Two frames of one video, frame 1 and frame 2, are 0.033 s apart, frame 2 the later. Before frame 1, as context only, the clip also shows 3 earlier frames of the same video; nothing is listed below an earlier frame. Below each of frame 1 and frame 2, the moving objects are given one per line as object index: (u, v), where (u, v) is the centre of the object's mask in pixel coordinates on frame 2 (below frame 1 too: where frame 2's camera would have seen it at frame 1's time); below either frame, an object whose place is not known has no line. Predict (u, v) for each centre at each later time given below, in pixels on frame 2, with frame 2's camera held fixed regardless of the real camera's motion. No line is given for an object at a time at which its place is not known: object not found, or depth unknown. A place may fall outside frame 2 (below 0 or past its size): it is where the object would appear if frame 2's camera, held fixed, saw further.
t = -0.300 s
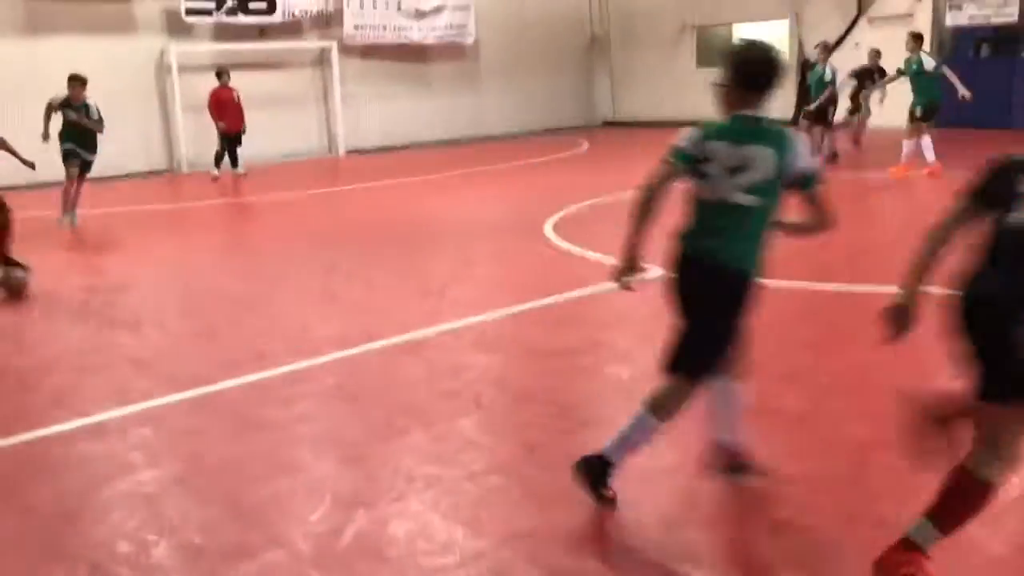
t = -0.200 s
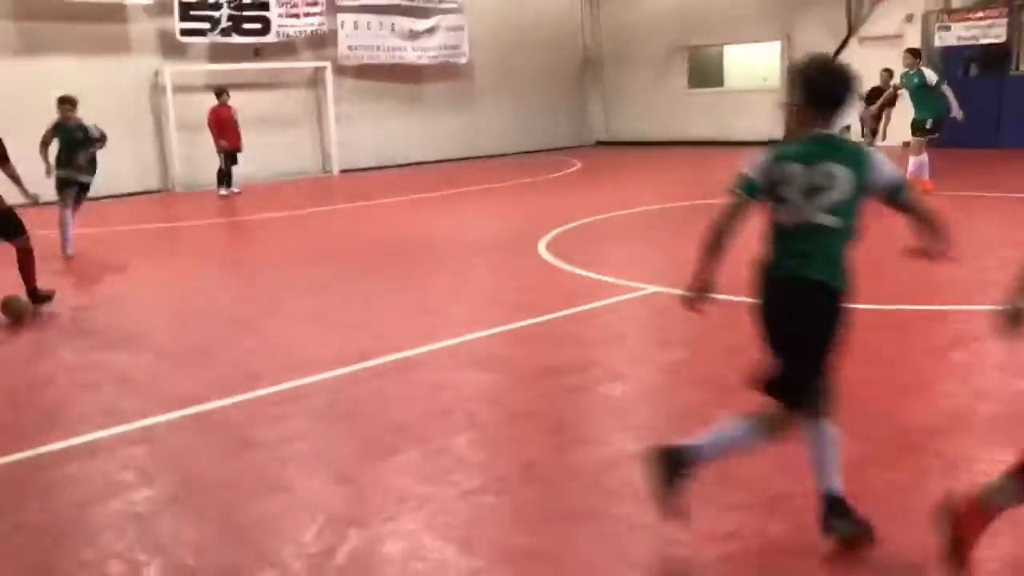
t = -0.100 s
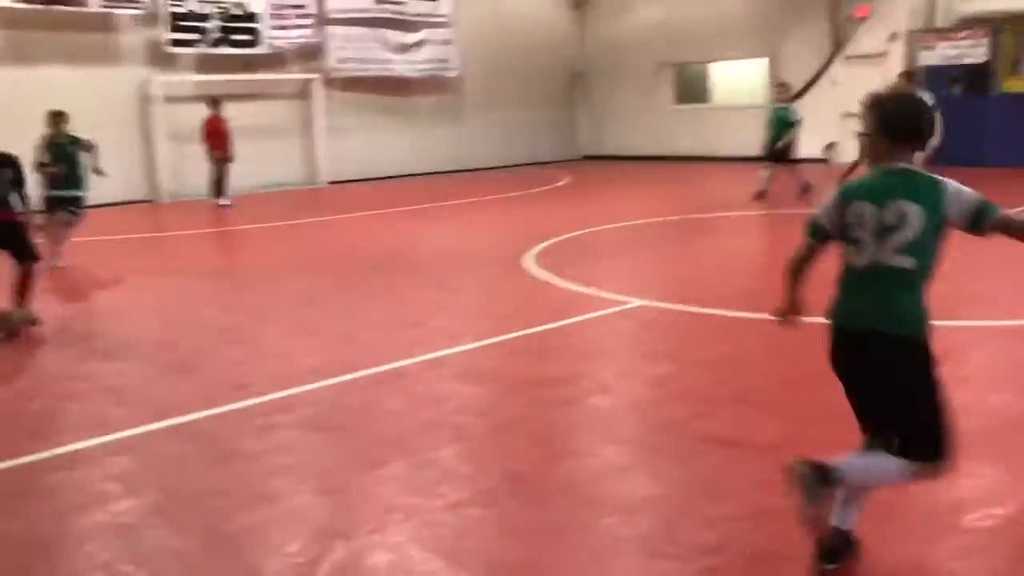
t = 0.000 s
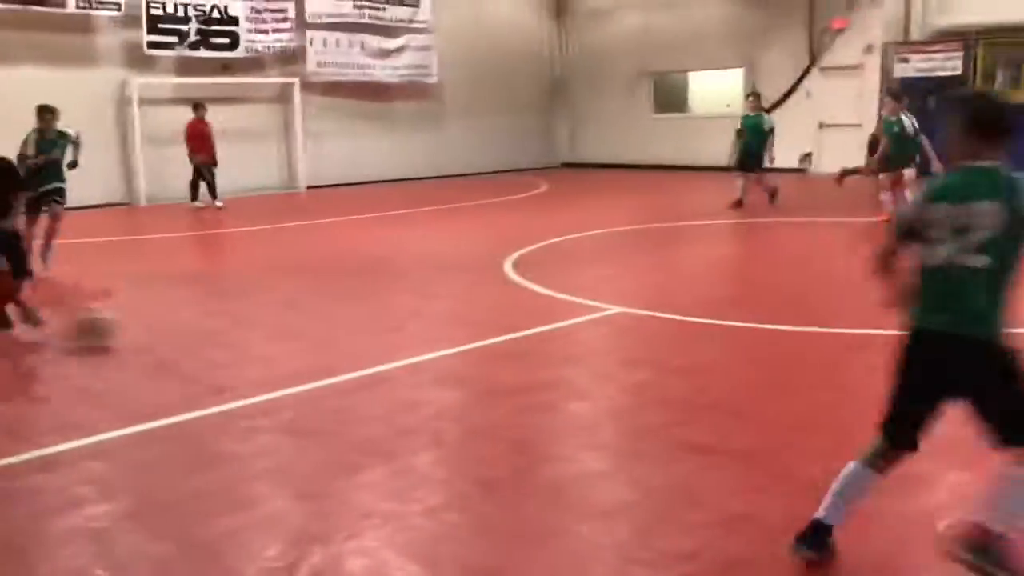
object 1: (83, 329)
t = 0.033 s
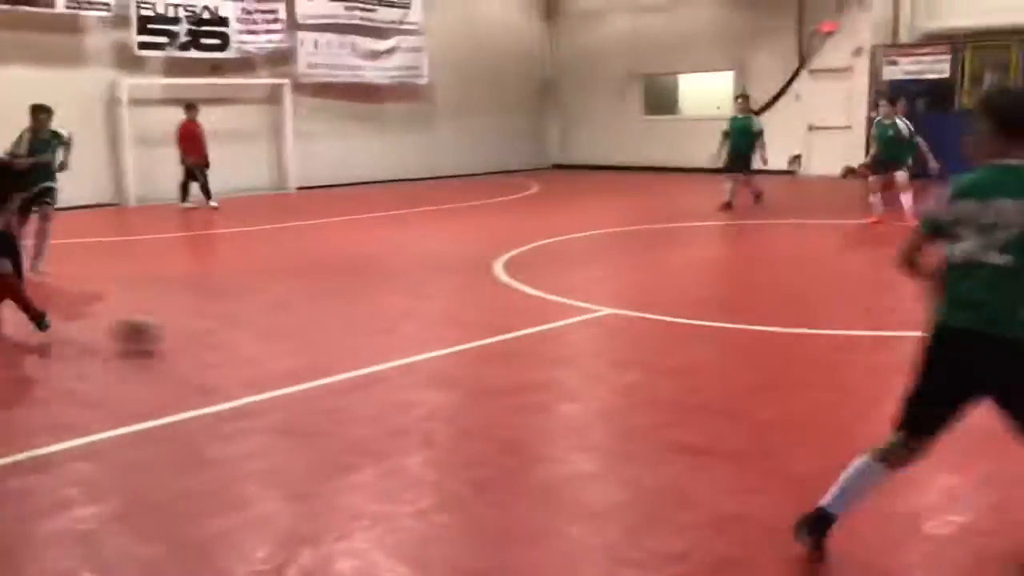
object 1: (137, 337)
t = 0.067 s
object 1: (196, 339)
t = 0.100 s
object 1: (255, 339)
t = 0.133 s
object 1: (314, 339)
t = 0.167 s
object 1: (373, 344)
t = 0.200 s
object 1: (436, 348)
